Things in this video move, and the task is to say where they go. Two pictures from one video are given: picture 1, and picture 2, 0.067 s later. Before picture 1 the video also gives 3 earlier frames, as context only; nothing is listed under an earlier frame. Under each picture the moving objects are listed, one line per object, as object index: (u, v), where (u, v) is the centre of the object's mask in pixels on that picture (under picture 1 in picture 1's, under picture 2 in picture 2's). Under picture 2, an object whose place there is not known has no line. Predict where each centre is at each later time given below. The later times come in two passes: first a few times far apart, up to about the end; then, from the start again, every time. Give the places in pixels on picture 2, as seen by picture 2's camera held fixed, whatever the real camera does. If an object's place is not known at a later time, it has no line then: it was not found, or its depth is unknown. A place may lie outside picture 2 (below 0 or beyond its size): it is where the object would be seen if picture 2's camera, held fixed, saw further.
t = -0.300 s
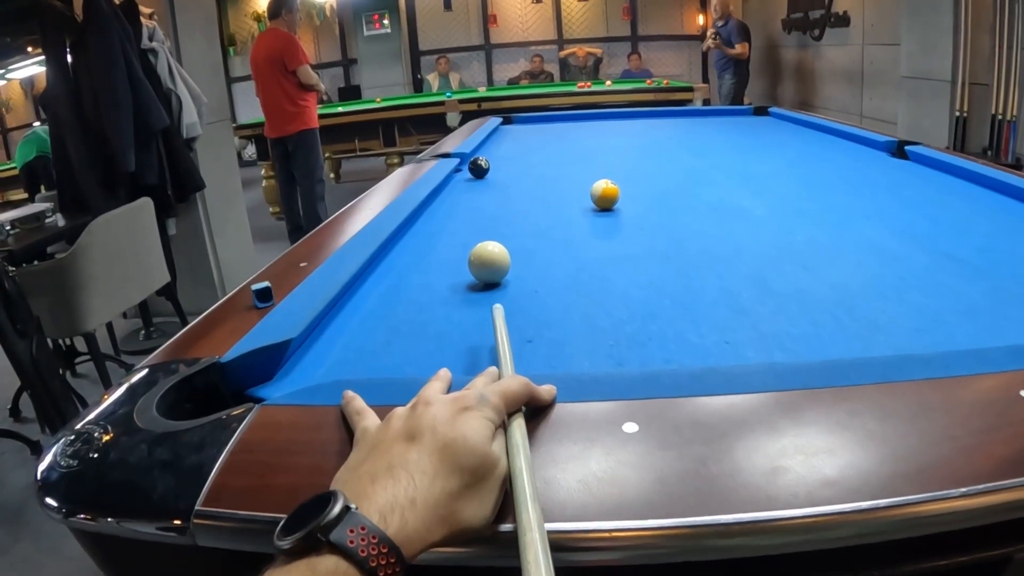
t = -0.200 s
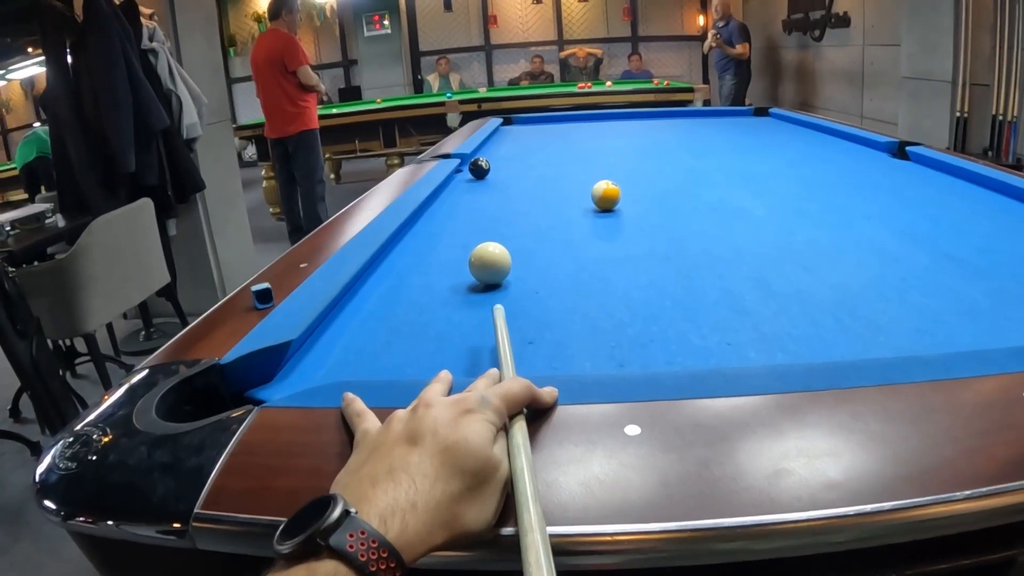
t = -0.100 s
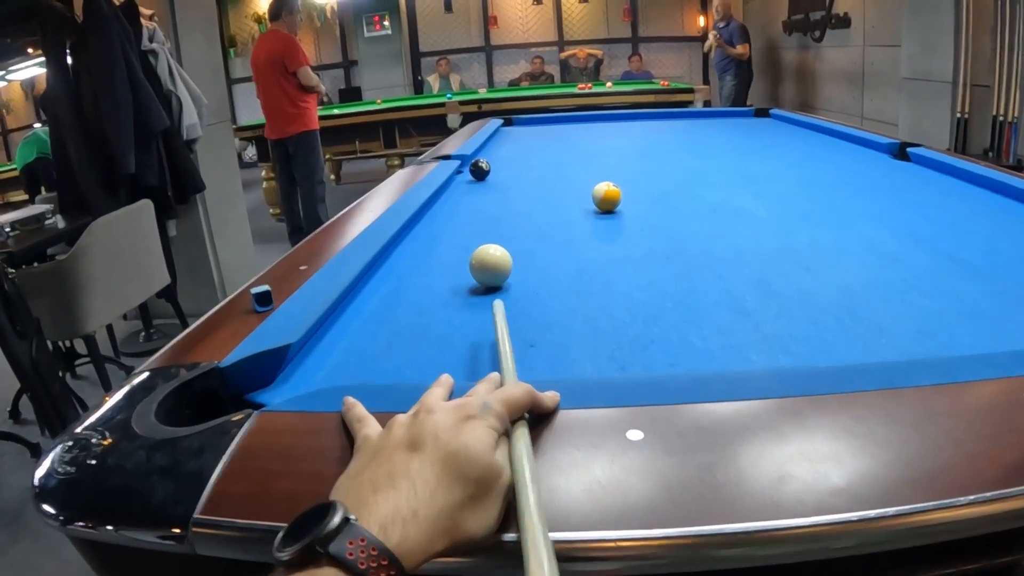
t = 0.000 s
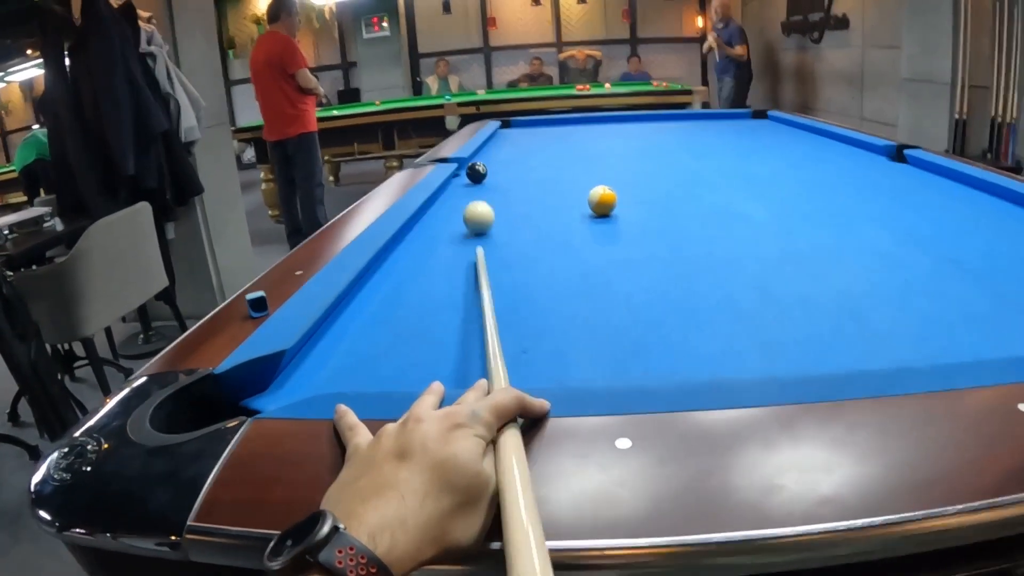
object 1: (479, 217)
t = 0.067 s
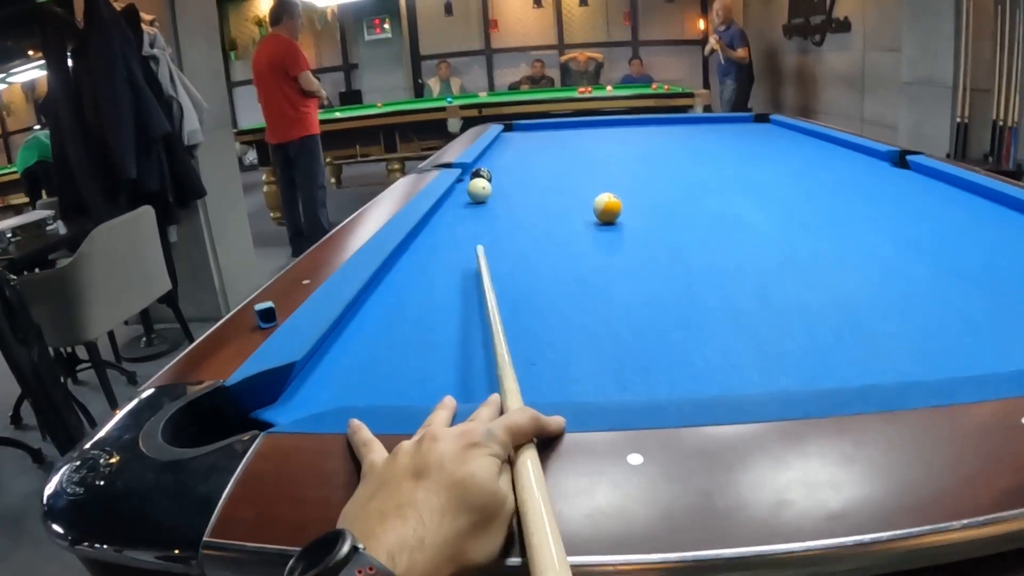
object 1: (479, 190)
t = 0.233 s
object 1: (477, 182)
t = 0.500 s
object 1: (512, 180)
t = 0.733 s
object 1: (540, 178)
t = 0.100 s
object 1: (475, 181)
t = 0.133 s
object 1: (466, 182)
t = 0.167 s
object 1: (468, 182)
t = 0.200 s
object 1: (472, 182)
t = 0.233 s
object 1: (477, 182)
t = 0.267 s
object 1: (482, 182)
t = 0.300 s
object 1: (486, 181)
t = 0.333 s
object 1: (490, 181)
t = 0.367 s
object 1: (495, 181)
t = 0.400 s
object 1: (499, 180)
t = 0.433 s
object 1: (503, 180)
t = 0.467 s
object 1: (507, 180)
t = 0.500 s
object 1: (512, 180)
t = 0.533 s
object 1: (516, 179)
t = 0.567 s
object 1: (520, 179)
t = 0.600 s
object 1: (524, 179)
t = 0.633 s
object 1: (528, 179)
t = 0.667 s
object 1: (532, 178)
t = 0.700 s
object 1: (535, 178)
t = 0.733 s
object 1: (540, 178)
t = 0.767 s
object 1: (543, 178)
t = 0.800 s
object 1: (547, 178)
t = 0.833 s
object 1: (551, 177)
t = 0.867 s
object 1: (555, 177)
